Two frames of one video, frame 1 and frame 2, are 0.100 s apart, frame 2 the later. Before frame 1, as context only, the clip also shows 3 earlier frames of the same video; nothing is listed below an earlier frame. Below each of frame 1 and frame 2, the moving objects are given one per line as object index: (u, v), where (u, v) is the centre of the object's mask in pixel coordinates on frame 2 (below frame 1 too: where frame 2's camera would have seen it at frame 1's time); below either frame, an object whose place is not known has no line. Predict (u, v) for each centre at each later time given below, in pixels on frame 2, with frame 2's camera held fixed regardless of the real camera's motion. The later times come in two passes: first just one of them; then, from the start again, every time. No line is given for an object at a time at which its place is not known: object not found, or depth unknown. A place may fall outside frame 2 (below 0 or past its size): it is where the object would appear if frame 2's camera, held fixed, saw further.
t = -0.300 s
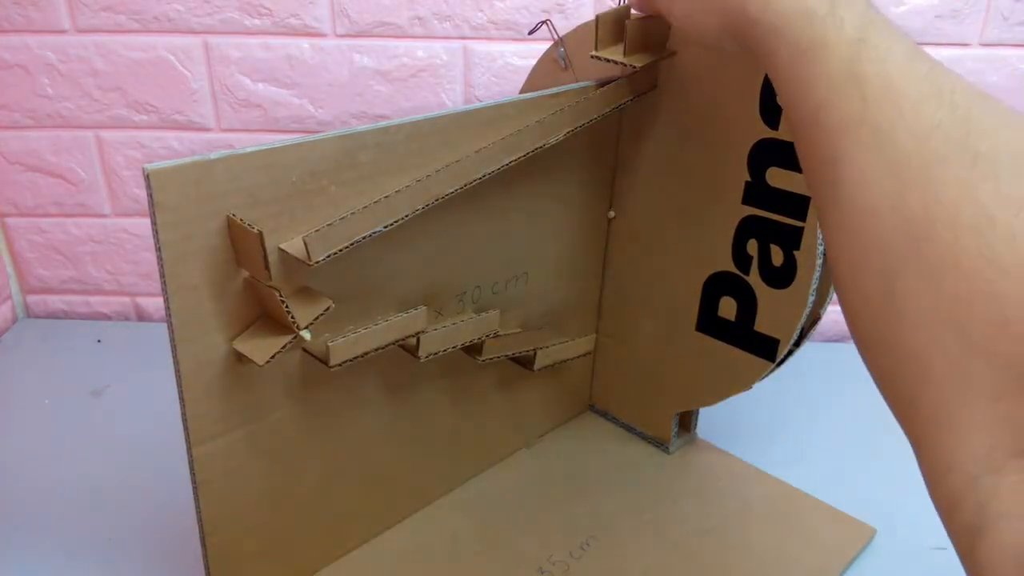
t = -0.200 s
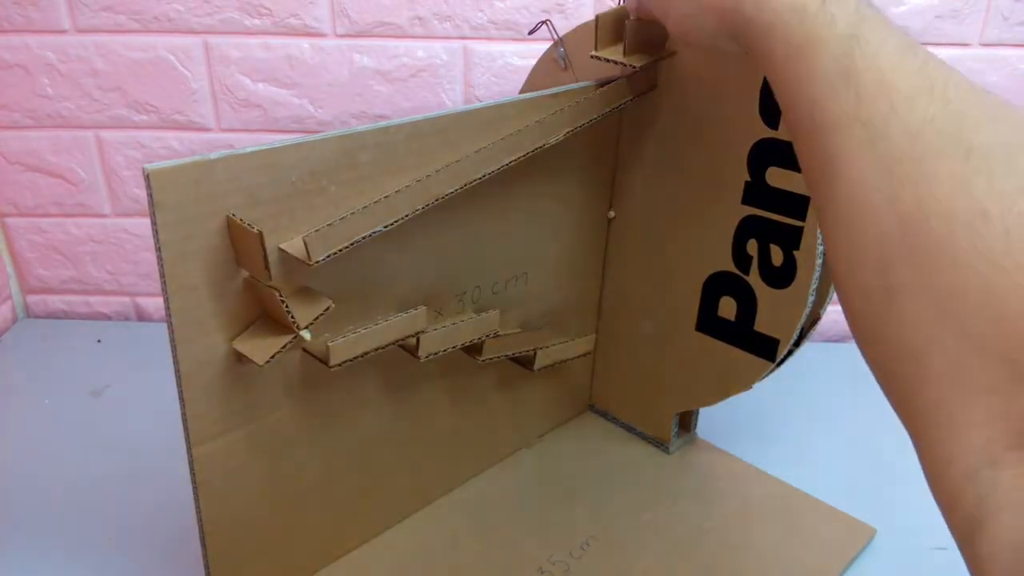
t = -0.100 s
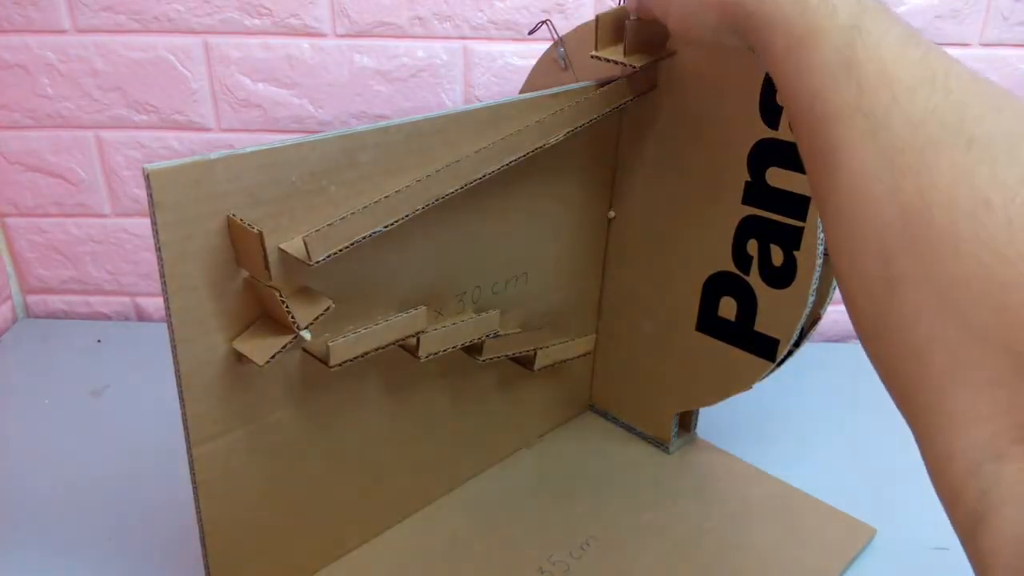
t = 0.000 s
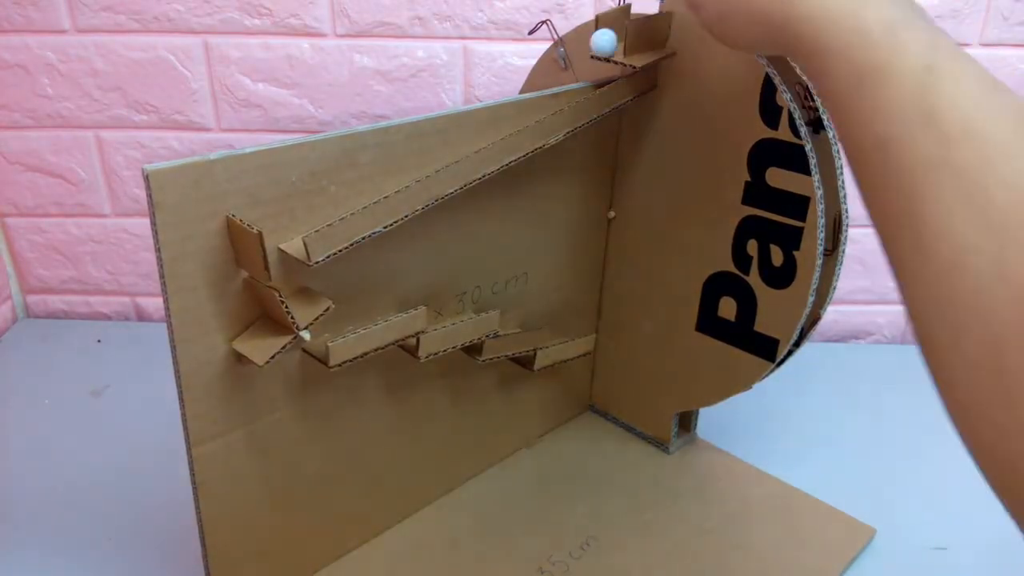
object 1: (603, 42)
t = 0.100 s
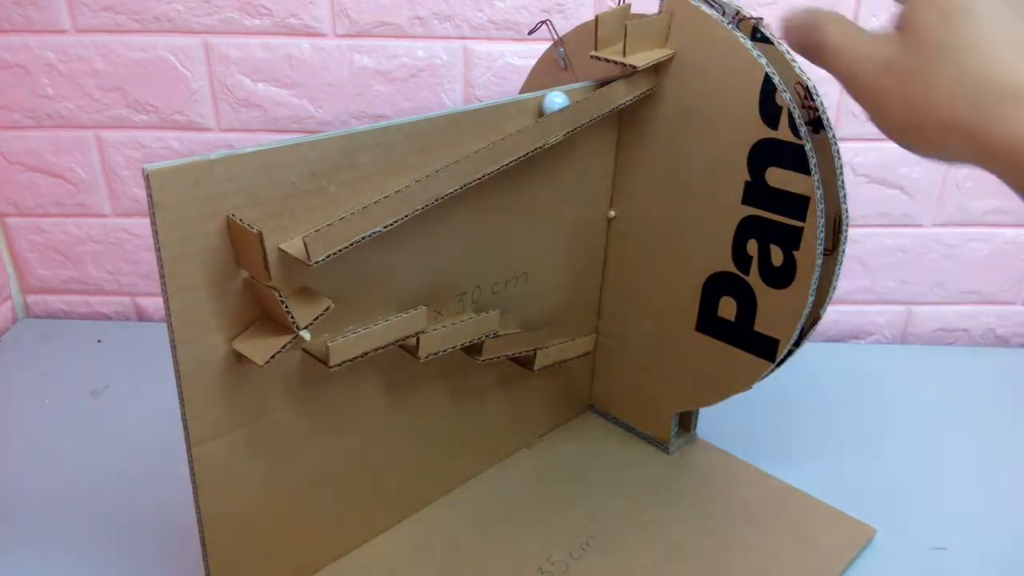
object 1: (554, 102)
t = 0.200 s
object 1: (482, 138)
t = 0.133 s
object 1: (531, 114)
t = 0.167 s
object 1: (501, 129)
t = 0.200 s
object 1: (482, 138)
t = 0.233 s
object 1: (438, 160)
